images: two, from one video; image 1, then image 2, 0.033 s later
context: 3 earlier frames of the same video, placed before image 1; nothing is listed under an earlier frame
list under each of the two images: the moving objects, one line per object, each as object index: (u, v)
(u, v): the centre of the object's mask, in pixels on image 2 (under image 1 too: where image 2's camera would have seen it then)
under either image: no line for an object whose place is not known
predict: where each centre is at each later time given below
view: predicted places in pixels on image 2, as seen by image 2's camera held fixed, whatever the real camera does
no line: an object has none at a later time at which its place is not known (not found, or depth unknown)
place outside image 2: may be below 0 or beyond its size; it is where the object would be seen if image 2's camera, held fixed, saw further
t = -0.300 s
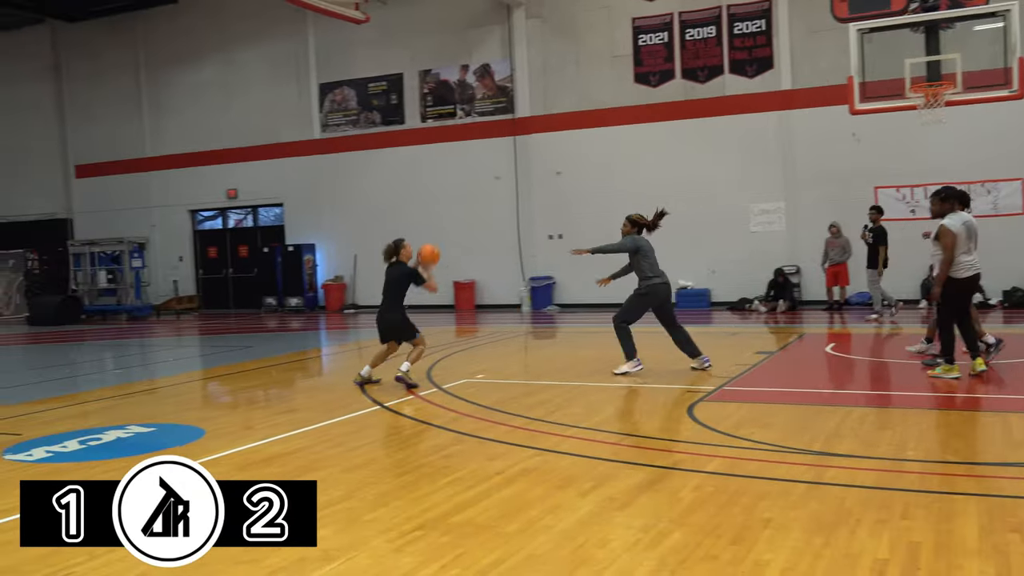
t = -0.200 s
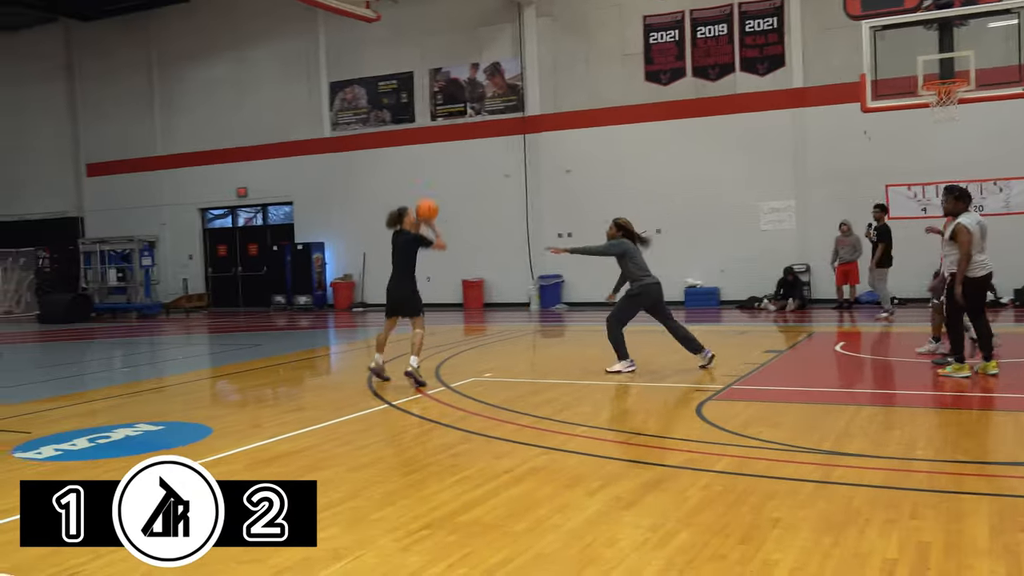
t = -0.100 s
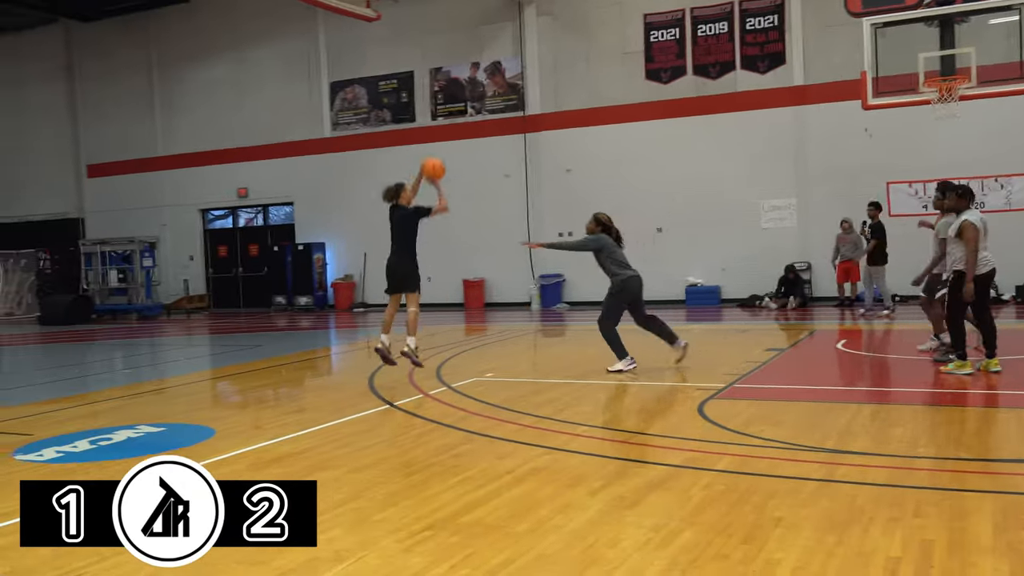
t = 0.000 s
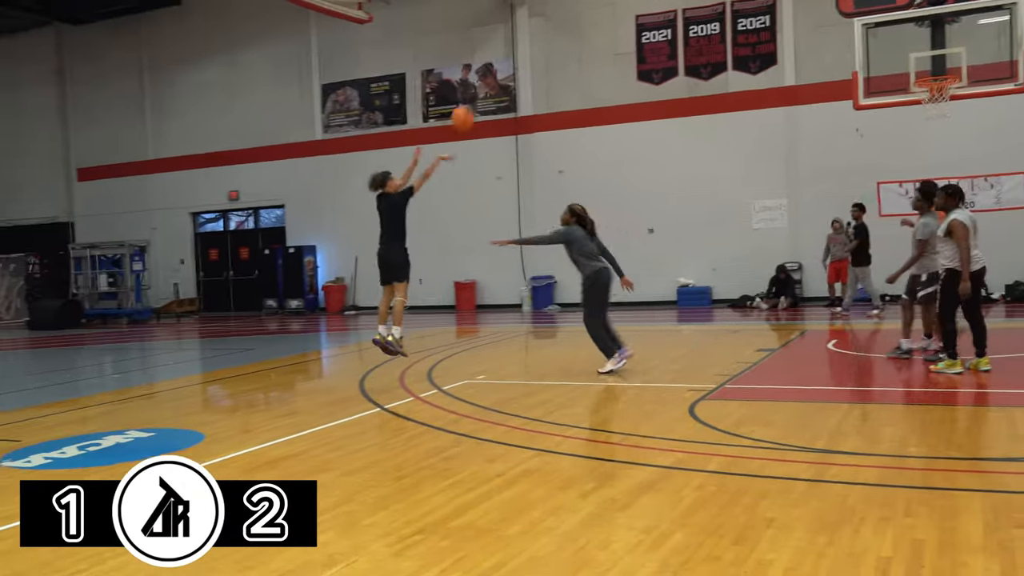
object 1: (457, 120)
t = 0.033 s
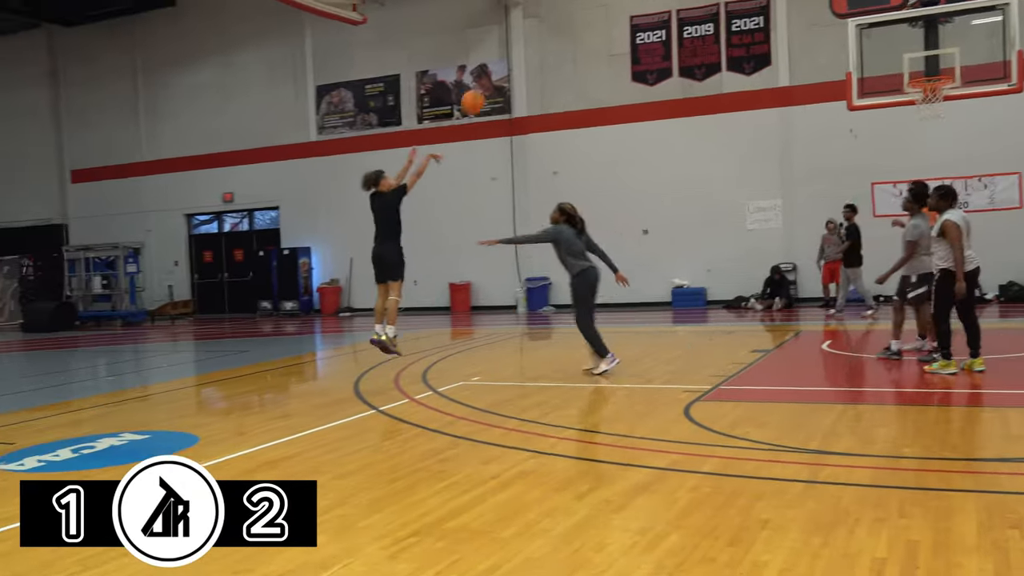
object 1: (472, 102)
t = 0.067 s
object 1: (488, 87)
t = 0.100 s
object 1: (502, 71)
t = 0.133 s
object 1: (518, 56)
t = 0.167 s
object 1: (532, 43)
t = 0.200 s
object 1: (547, 31)
